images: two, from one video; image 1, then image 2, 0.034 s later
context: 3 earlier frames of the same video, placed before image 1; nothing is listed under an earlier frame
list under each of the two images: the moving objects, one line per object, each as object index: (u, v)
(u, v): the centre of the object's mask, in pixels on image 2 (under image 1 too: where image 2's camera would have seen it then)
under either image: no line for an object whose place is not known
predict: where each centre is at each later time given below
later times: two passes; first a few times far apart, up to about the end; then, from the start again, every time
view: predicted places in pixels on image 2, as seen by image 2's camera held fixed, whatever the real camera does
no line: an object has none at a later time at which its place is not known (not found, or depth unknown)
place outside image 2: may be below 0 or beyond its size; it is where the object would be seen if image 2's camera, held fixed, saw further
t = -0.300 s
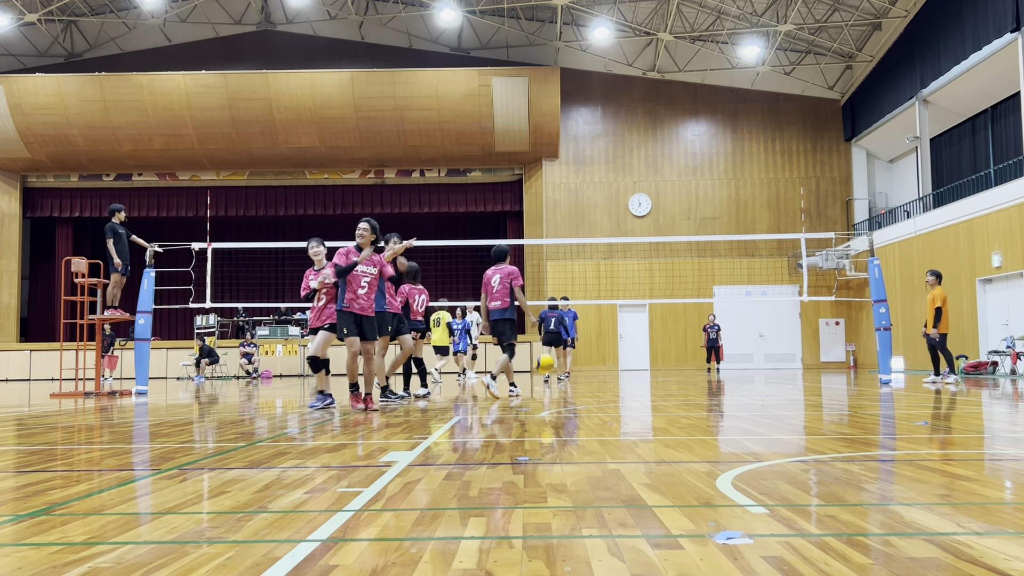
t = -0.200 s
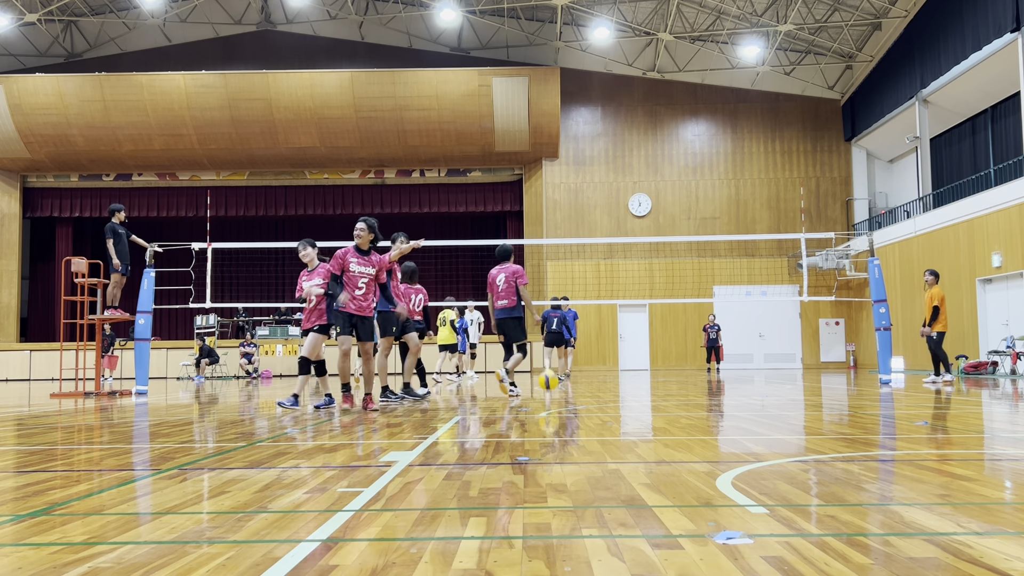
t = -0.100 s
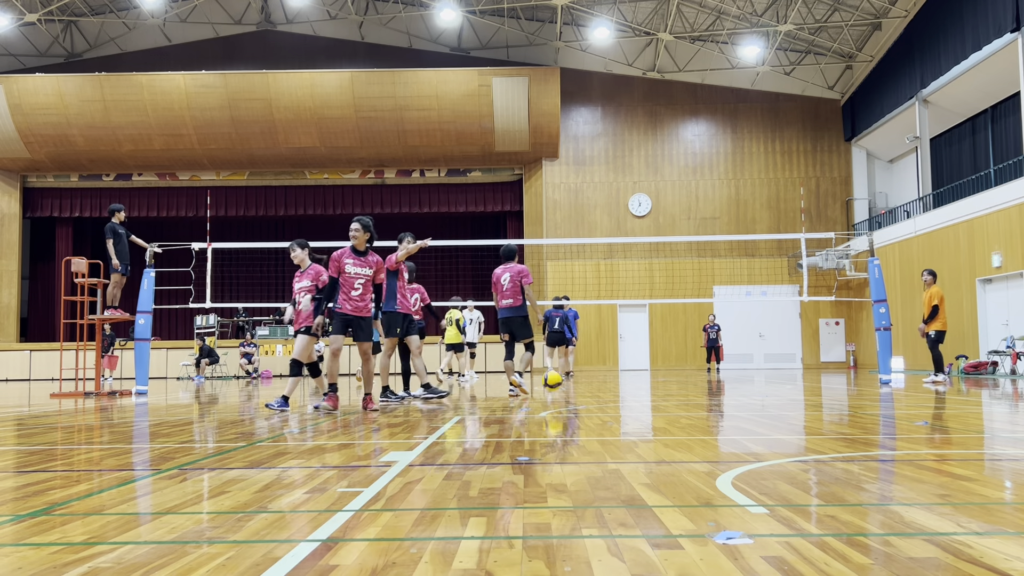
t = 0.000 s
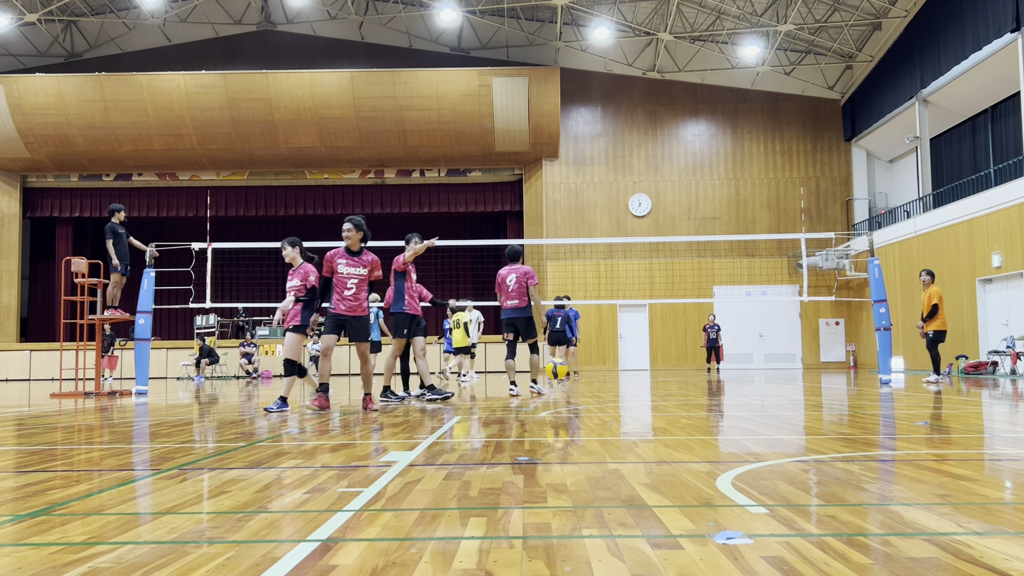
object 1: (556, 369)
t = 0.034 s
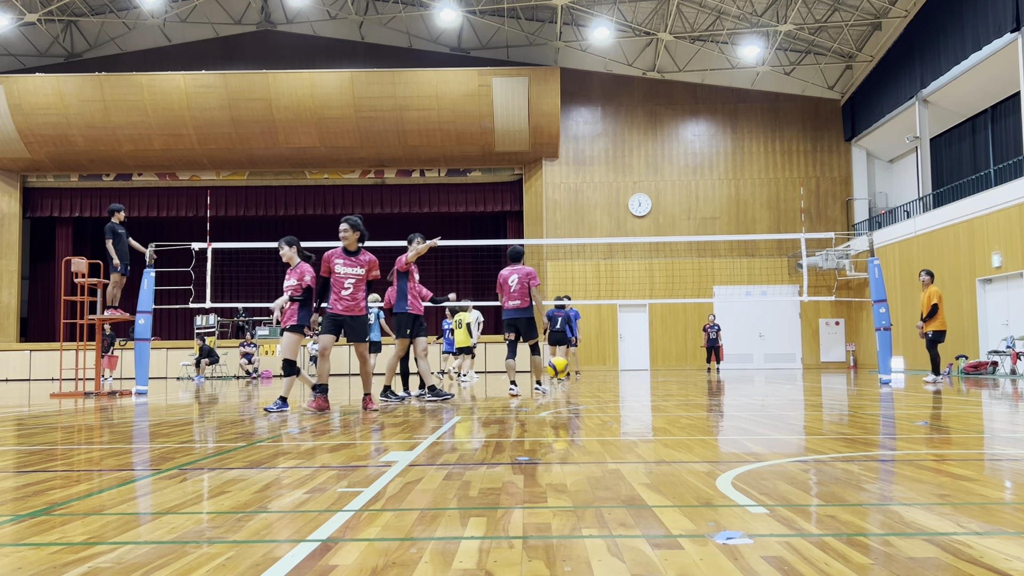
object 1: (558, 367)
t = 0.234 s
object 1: (567, 380)
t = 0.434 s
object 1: (578, 381)
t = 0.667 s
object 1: (593, 398)
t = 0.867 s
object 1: (607, 387)
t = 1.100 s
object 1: (627, 399)
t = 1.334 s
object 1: (651, 418)
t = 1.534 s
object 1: (676, 411)
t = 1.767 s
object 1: (713, 420)
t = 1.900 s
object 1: (740, 434)
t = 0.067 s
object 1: (559, 367)
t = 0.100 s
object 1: (561, 367)
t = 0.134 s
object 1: (562, 368)
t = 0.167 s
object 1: (564, 371)
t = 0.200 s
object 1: (566, 375)
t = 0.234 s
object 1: (567, 380)
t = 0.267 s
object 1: (569, 387)
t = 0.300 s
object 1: (571, 395)
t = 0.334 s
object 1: (573, 392)
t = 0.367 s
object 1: (575, 387)
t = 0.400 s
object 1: (576, 383)
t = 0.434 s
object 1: (578, 381)
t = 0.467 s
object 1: (580, 379)
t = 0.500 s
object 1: (582, 379)
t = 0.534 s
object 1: (584, 379)
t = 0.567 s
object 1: (586, 382)
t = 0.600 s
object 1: (588, 385)
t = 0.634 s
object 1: (590, 391)
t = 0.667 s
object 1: (593, 398)
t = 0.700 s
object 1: (596, 401)
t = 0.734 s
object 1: (598, 395)
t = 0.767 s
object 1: (600, 391)
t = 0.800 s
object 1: (602, 388)
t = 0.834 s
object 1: (605, 388)
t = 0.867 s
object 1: (607, 387)
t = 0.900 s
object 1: (610, 389)
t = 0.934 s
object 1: (613, 393)
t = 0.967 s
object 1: (616, 397)
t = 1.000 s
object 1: (618, 405)
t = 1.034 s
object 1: (622, 408)
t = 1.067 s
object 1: (624, 402)
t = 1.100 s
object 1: (627, 399)
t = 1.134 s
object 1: (630, 396)
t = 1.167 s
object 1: (633, 395)
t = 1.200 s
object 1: (637, 395)
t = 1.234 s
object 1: (640, 398)
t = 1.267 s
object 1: (644, 403)
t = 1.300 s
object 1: (648, 410)
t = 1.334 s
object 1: (651, 418)
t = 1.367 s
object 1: (656, 412)
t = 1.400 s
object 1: (659, 408)
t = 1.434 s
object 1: (663, 406)
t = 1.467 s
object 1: (667, 405)
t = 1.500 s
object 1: (672, 407)
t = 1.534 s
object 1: (676, 411)
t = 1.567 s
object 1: (681, 417)
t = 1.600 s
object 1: (686, 427)
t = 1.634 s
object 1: (691, 424)
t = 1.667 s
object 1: (696, 419)
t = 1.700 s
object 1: (702, 417)
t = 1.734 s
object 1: (707, 416)
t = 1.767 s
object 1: (713, 420)
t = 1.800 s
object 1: (719, 425)
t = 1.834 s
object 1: (726, 433)
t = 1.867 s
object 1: (733, 440)
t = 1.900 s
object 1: (740, 434)
